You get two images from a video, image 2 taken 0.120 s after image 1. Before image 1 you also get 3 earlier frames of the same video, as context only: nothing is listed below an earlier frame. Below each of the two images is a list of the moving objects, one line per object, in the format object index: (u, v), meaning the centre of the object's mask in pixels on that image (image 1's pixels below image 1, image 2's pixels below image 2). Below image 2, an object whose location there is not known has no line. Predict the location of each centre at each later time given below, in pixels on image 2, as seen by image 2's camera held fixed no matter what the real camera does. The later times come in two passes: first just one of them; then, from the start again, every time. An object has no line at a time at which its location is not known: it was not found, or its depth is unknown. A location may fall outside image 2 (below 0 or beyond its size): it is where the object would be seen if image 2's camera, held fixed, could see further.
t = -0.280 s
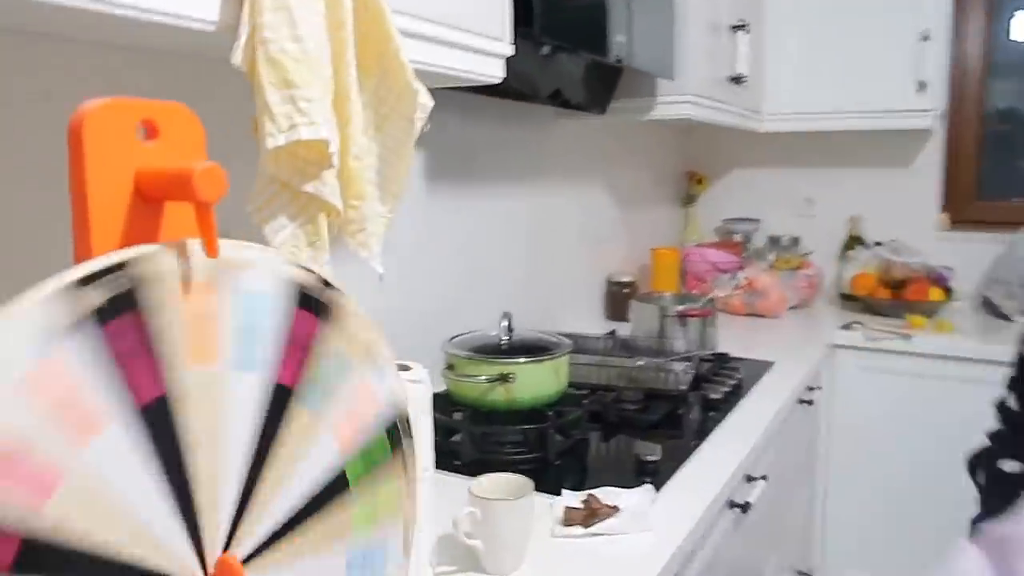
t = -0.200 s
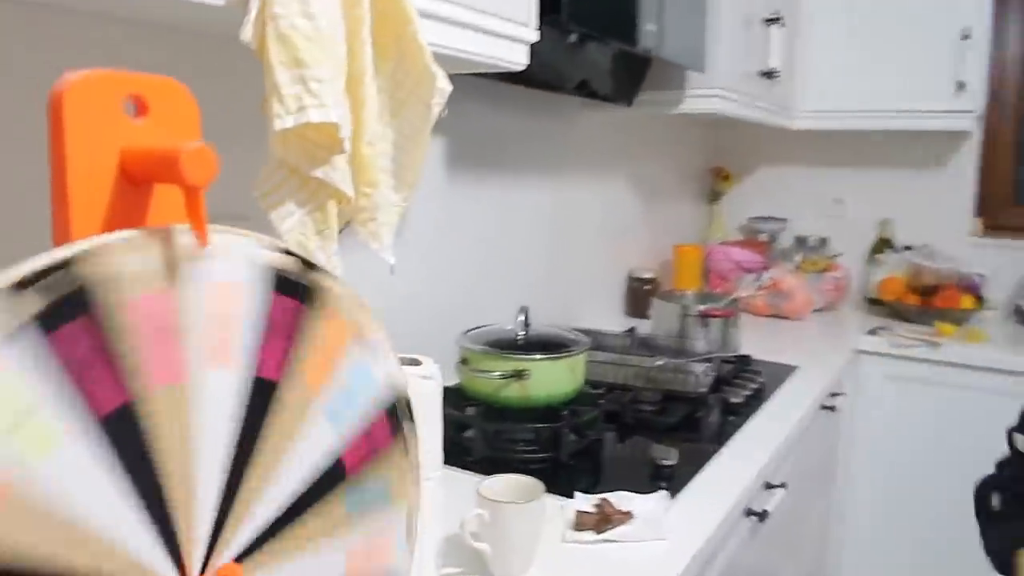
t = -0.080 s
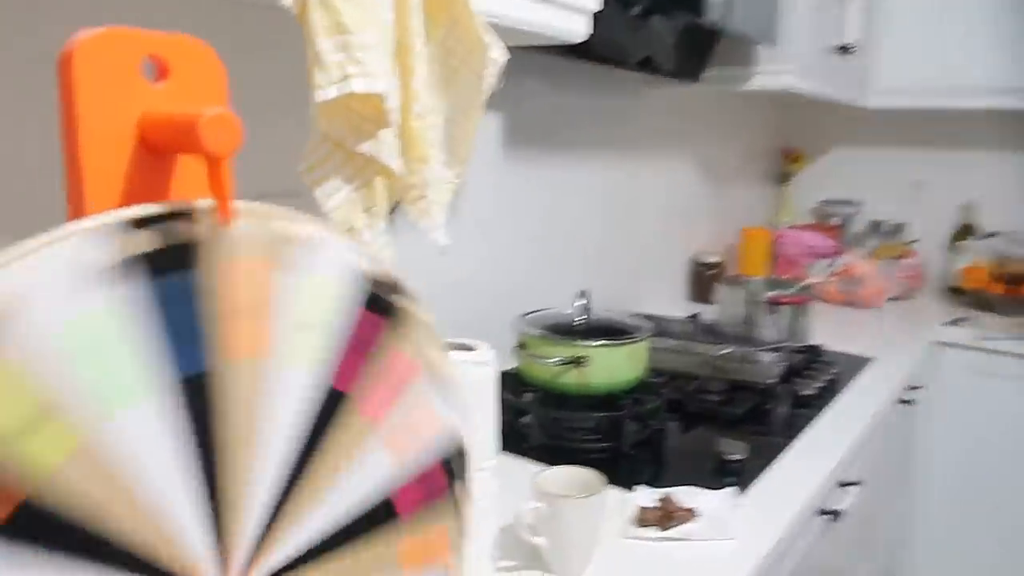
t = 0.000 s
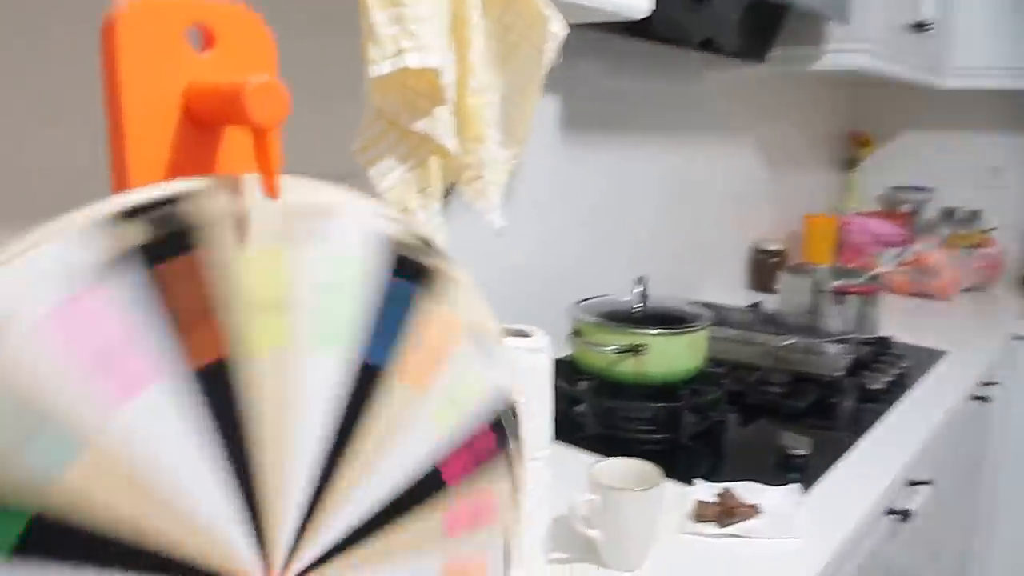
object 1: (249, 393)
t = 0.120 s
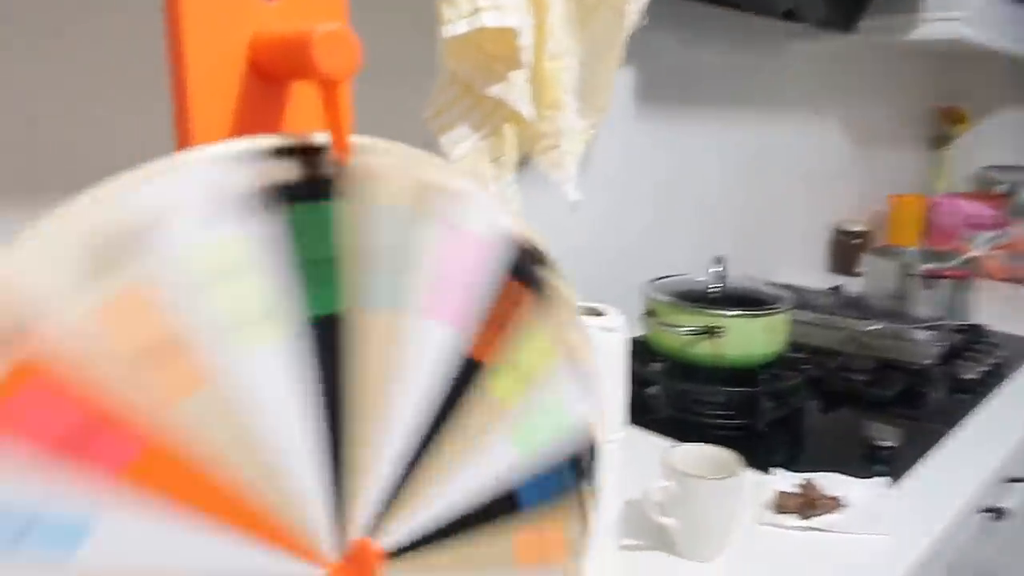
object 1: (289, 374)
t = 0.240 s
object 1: (261, 386)
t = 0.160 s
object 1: (279, 378)
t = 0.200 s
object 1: (268, 382)
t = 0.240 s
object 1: (261, 386)
